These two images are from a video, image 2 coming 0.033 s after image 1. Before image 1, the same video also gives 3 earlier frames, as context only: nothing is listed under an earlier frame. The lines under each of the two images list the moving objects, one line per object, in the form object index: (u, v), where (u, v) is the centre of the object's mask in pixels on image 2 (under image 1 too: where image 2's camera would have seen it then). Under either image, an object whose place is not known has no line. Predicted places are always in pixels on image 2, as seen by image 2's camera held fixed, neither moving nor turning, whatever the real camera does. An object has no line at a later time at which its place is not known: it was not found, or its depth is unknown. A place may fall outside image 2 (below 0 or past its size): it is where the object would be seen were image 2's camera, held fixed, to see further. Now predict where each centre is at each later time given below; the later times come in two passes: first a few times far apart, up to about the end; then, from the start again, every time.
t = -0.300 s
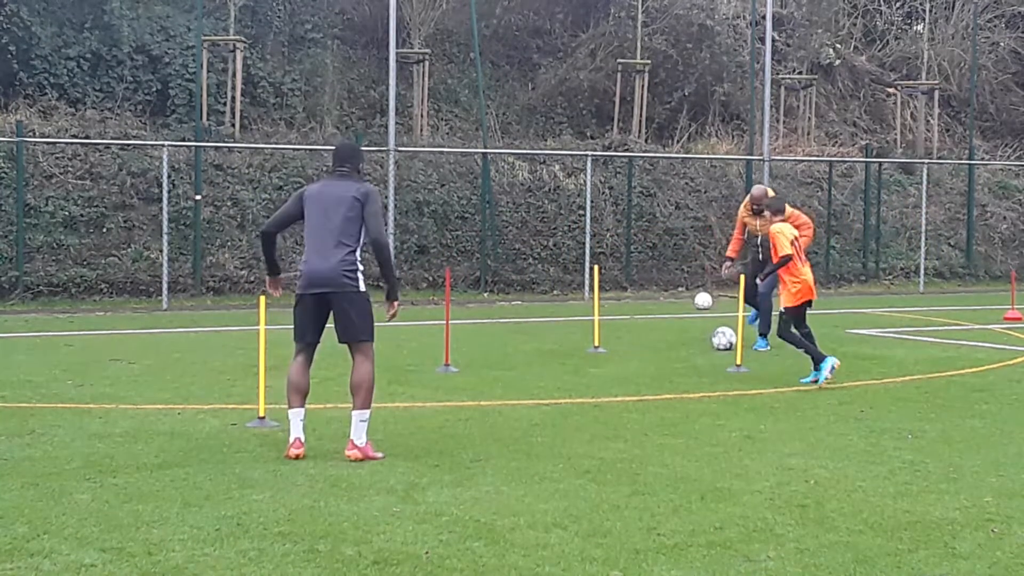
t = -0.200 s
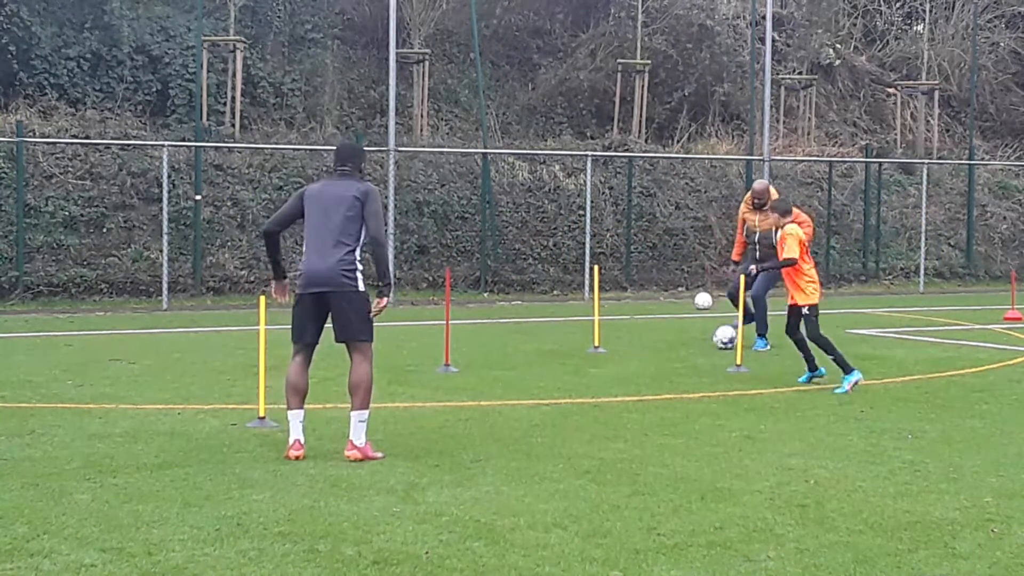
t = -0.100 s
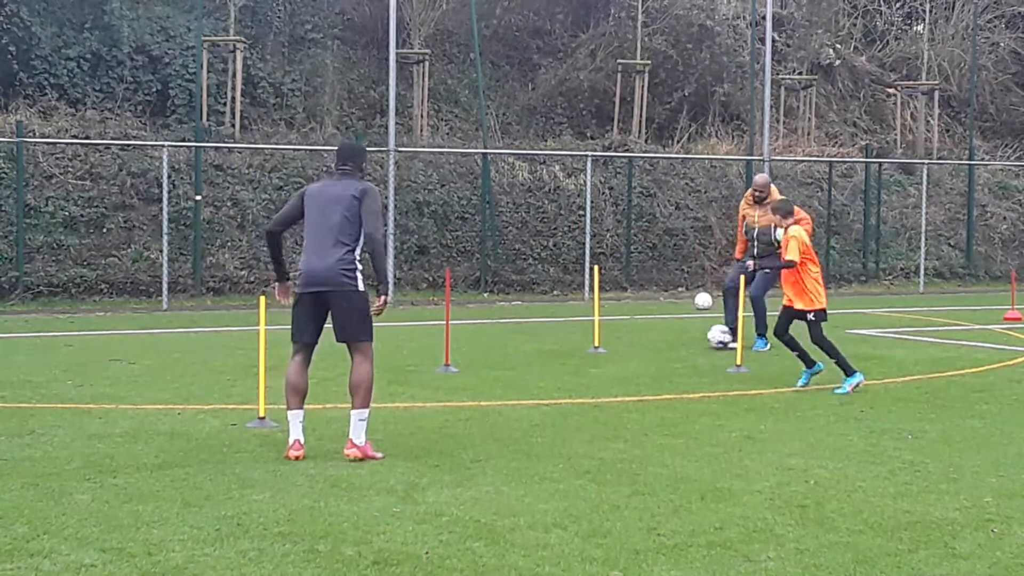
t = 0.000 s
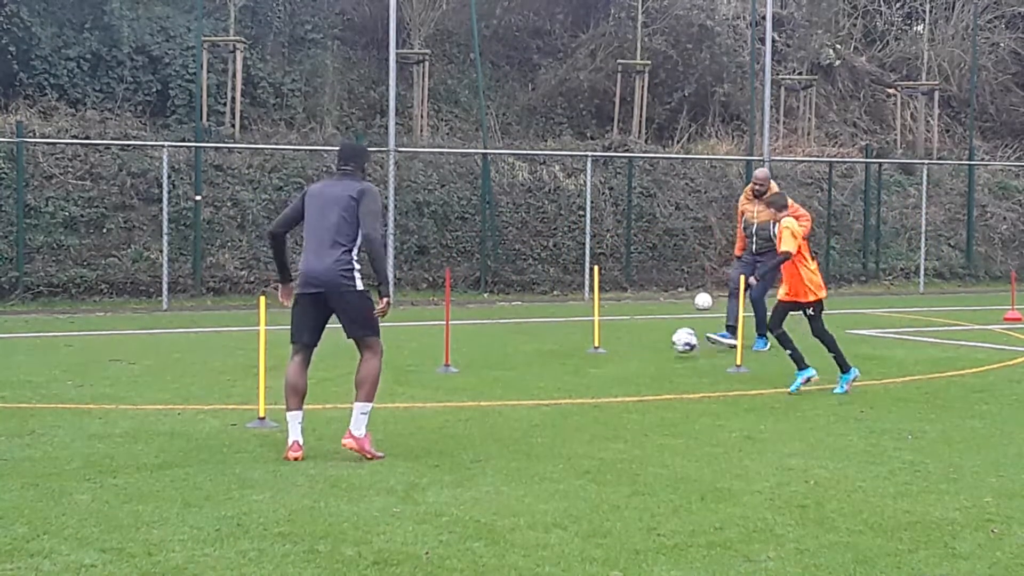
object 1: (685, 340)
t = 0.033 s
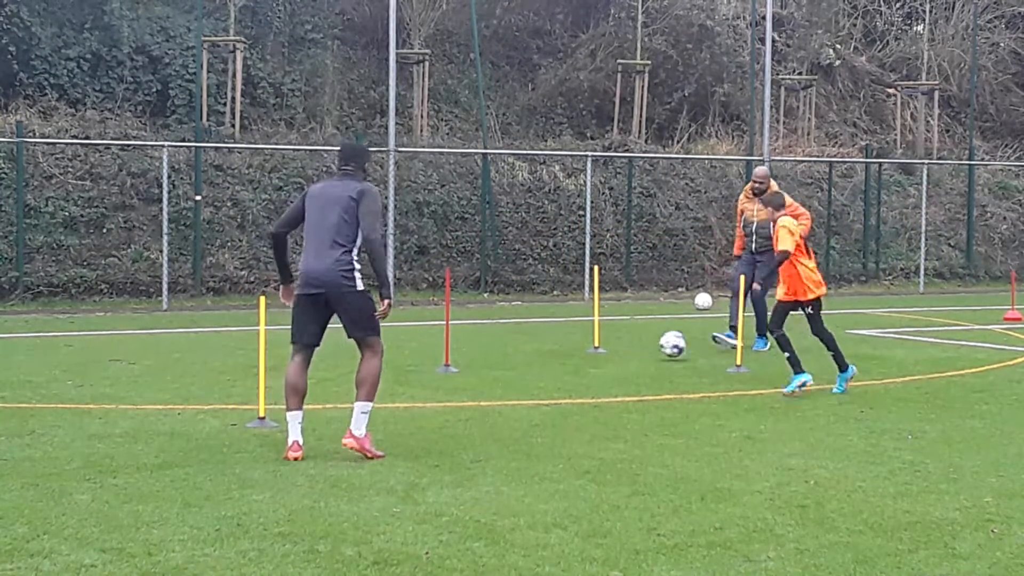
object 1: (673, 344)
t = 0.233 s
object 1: (594, 361)
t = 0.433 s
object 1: (507, 381)
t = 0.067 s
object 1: (660, 349)
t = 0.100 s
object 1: (647, 354)
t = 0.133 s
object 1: (634, 355)
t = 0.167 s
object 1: (621, 355)
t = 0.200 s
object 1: (608, 357)
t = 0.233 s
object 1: (594, 361)
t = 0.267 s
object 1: (580, 365)
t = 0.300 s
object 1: (565, 371)
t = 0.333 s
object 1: (551, 373)
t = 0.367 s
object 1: (537, 375)
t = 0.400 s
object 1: (522, 377)
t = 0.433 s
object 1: (507, 381)
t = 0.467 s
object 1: (491, 387)
